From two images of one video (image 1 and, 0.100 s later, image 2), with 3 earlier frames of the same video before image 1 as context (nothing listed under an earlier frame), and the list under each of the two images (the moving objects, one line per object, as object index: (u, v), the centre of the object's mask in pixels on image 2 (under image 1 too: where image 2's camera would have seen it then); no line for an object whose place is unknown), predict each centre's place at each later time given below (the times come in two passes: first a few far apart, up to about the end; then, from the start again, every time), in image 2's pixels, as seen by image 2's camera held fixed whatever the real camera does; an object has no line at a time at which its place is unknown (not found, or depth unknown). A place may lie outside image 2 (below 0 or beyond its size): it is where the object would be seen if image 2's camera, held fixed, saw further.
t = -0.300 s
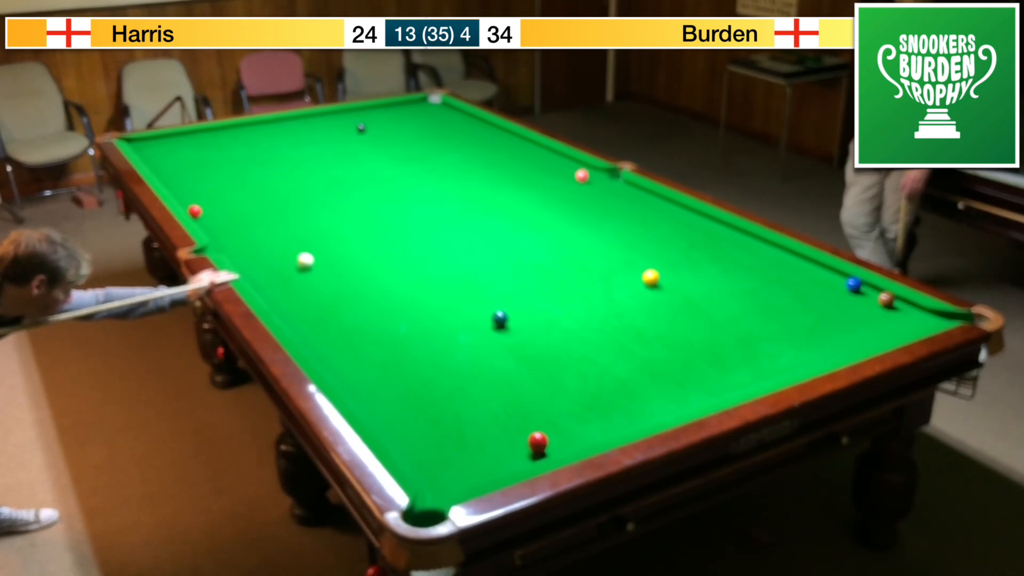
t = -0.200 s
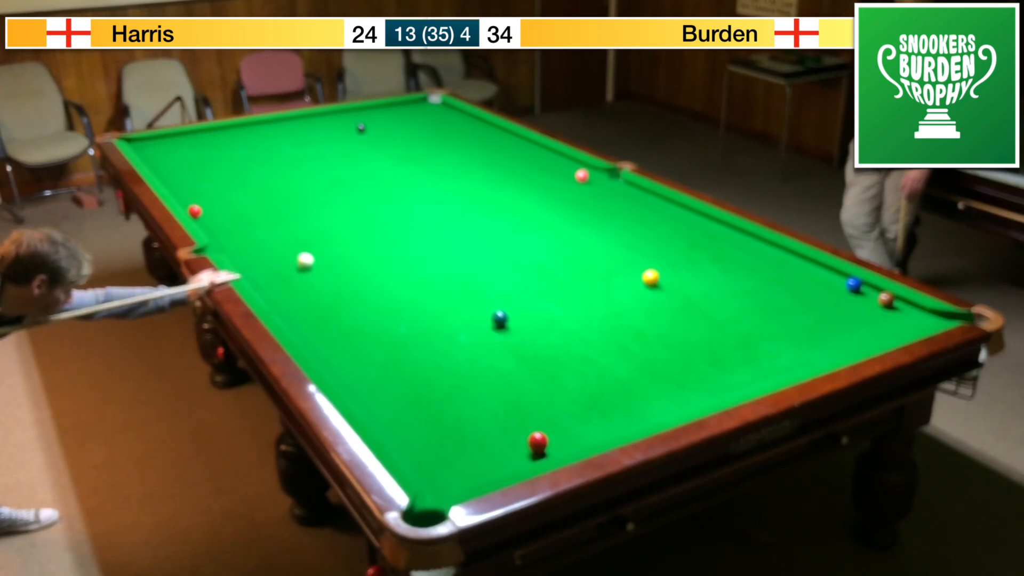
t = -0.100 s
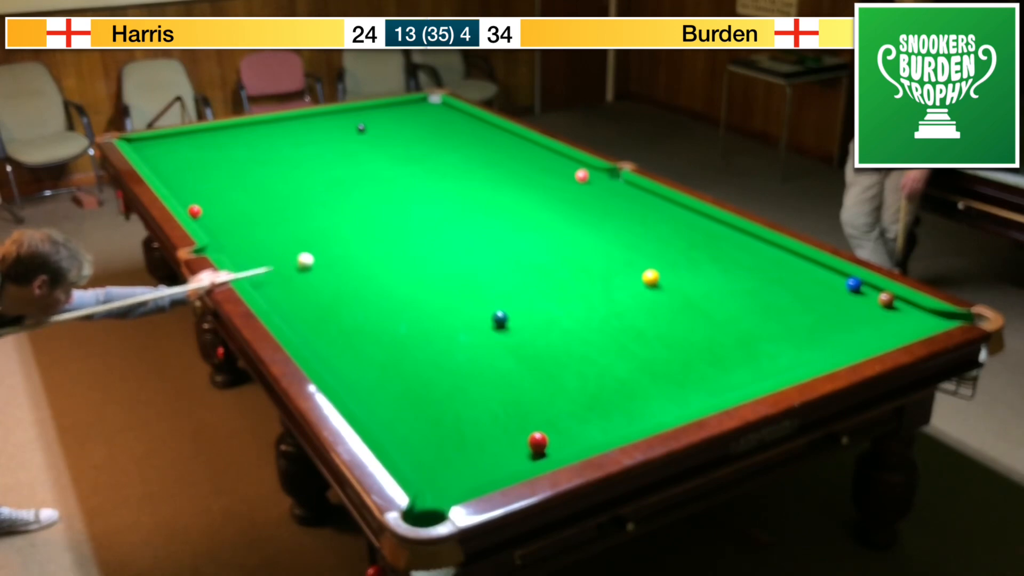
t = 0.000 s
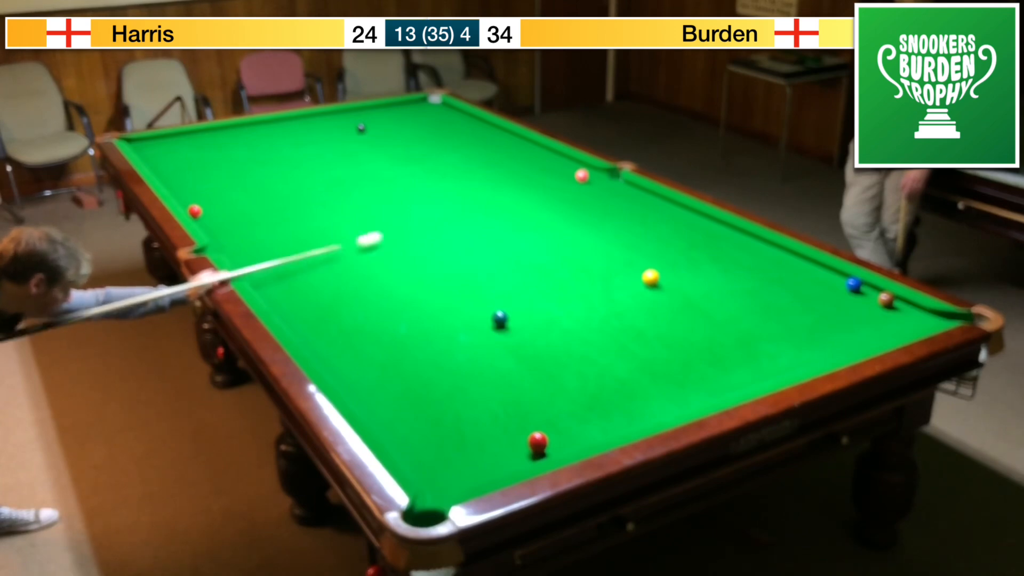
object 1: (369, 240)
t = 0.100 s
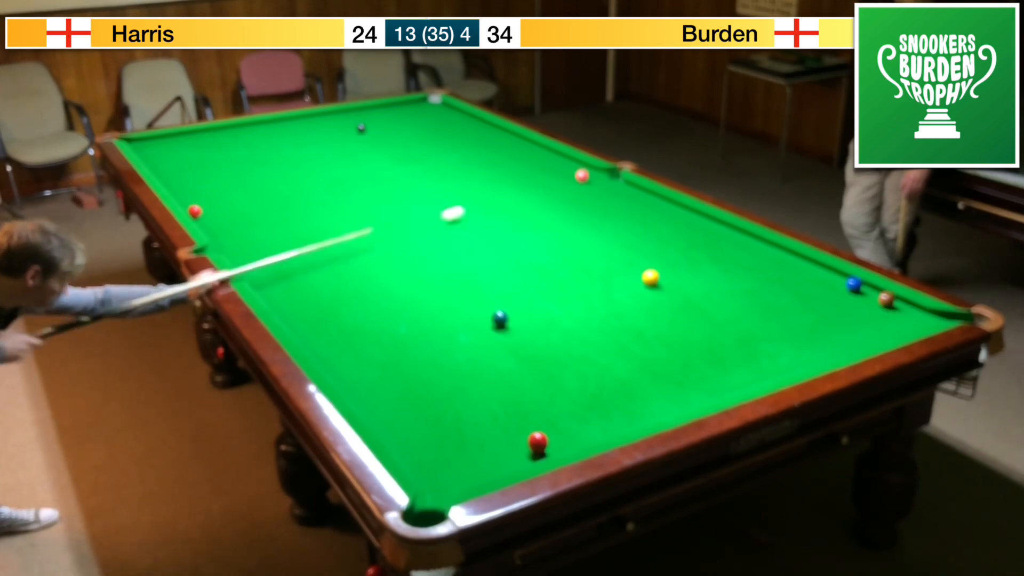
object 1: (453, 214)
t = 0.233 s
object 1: (544, 185)
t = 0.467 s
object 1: (556, 157)
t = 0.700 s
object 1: (514, 143)
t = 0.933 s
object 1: (477, 132)
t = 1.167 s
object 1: (446, 120)
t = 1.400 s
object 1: (419, 111)
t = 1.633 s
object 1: (394, 102)
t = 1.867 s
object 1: (394, 110)
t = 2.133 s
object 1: (393, 119)
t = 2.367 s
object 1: (392, 127)
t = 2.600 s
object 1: (391, 135)
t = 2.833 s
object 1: (390, 143)
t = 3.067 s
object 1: (388, 151)
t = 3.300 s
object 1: (386, 160)
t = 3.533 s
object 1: (385, 168)
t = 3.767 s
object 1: (383, 177)
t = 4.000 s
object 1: (381, 185)
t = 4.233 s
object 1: (378, 193)
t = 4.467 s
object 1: (376, 201)
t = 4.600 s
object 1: (375, 206)
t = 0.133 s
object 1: (478, 206)
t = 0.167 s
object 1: (501, 198)
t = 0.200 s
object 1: (523, 192)
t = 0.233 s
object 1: (544, 185)
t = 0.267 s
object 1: (564, 178)
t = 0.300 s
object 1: (568, 173)
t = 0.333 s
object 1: (565, 170)
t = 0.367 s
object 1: (562, 166)
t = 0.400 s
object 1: (559, 164)
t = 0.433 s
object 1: (558, 161)
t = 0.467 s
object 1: (556, 157)
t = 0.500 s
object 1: (555, 154)
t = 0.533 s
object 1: (554, 151)
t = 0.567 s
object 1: (546, 149)
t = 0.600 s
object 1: (537, 148)
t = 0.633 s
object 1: (529, 146)
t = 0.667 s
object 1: (521, 145)
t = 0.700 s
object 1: (514, 143)
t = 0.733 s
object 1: (508, 141)
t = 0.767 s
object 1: (502, 140)
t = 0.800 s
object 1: (496, 138)
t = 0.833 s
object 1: (491, 137)
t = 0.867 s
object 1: (486, 135)
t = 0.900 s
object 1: (482, 133)
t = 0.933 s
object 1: (477, 132)
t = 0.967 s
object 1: (473, 130)
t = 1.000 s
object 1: (468, 128)
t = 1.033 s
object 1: (464, 127)
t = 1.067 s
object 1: (459, 125)
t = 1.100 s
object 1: (455, 123)
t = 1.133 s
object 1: (451, 122)
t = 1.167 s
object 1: (446, 120)
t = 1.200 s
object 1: (442, 119)
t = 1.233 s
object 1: (438, 118)
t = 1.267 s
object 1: (434, 116)
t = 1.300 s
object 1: (430, 115)
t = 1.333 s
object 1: (426, 113)
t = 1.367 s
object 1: (422, 112)
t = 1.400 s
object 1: (419, 111)
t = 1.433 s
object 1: (415, 109)
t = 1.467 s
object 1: (411, 108)
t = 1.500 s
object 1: (408, 107)
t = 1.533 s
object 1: (404, 105)
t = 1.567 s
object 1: (400, 104)
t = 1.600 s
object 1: (397, 103)
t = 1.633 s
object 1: (394, 102)
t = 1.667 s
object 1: (394, 103)
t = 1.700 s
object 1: (394, 105)
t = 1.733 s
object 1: (394, 106)
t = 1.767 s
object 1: (394, 107)
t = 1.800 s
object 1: (394, 108)
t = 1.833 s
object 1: (394, 109)
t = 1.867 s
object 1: (394, 110)
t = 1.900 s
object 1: (394, 111)
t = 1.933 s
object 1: (394, 112)
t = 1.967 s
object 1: (394, 114)
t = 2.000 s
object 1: (394, 115)
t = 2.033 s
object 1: (394, 116)
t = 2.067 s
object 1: (394, 117)
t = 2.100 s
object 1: (394, 118)
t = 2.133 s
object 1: (393, 119)
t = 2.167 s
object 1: (393, 120)
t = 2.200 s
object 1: (393, 121)
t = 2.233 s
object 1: (393, 122)
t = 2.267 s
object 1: (393, 123)
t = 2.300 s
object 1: (393, 125)
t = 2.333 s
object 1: (393, 126)
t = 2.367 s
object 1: (392, 127)
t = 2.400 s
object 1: (392, 128)
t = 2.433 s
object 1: (392, 129)
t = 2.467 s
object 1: (392, 130)
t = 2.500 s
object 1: (392, 131)
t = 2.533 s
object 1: (391, 133)
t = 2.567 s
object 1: (391, 134)
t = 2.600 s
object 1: (391, 135)
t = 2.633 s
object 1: (391, 136)
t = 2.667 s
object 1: (391, 137)
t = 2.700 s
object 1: (390, 138)
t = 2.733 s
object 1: (390, 140)
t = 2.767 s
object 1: (390, 141)
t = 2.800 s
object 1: (390, 142)
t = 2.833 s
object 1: (390, 143)
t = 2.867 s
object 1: (390, 144)
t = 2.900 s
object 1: (389, 145)
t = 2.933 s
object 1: (389, 147)
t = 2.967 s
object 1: (389, 148)
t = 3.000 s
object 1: (389, 149)
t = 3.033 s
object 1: (388, 150)
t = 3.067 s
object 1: (388, 151)
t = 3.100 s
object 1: (388, 153)
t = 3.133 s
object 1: (388, 154)
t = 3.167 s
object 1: (387, 155)
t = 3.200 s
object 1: (387, 156)
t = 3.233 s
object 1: (387, 157)
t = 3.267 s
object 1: (387, 158)
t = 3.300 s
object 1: (386, 160)
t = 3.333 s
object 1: (386, 161)
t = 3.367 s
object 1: (386, 162)
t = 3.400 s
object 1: (386, 163)
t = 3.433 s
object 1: (385, 164)
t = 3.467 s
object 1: (385, 166)
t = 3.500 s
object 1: (385, 167)
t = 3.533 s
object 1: (385, 168)
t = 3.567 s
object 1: (384, 169)
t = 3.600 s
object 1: (384, 170)
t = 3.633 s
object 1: (384, 172)
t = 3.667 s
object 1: (384, 173)
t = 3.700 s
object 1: (383, 174)
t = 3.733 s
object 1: (383, 175)
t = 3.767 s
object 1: (383, 177)
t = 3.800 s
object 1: (383, 178)
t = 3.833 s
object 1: (382, 179)
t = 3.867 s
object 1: (382, 180)
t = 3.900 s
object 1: (382, 181)
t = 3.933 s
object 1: (381, 182)
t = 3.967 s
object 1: (381, 184)
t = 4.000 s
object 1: (381, 185)
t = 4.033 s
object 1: (380, 186)
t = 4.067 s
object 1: (380, 187)
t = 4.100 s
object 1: (380, 188)
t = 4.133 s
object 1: (380, 190)
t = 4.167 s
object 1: (379, 191)
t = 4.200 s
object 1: (379, 192)
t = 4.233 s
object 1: (378, 193)
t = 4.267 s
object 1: (378, 194)
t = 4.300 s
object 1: (378, 196)
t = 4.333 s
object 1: (377, 197)
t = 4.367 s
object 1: (377, 198)
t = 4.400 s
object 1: (377, 199)
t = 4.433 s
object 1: (376, 200)
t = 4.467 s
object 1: (376, 201)
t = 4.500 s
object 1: (376, 203)
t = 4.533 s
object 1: (375, 204)
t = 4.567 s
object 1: (375, 205)
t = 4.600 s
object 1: (375, 206)
